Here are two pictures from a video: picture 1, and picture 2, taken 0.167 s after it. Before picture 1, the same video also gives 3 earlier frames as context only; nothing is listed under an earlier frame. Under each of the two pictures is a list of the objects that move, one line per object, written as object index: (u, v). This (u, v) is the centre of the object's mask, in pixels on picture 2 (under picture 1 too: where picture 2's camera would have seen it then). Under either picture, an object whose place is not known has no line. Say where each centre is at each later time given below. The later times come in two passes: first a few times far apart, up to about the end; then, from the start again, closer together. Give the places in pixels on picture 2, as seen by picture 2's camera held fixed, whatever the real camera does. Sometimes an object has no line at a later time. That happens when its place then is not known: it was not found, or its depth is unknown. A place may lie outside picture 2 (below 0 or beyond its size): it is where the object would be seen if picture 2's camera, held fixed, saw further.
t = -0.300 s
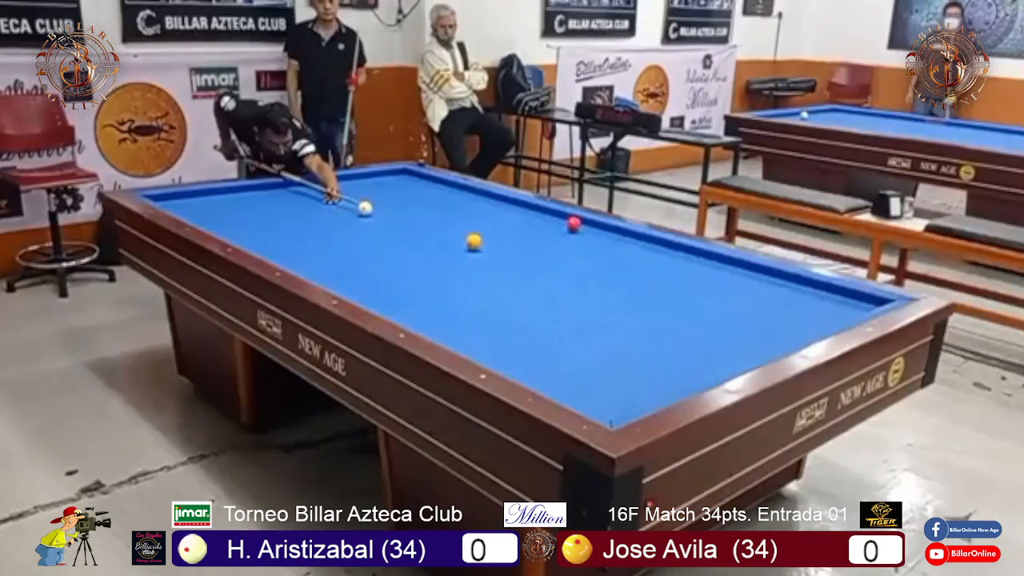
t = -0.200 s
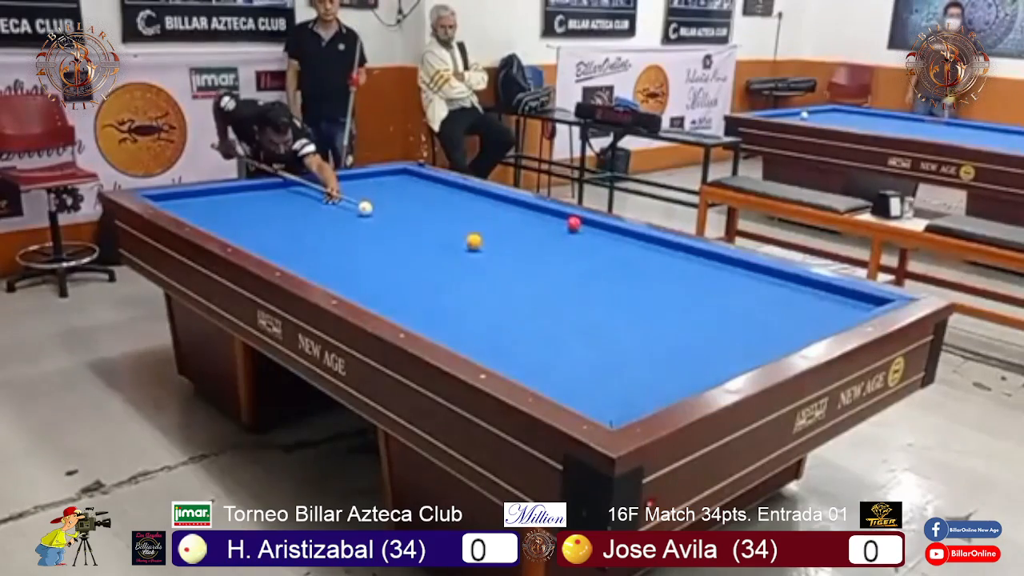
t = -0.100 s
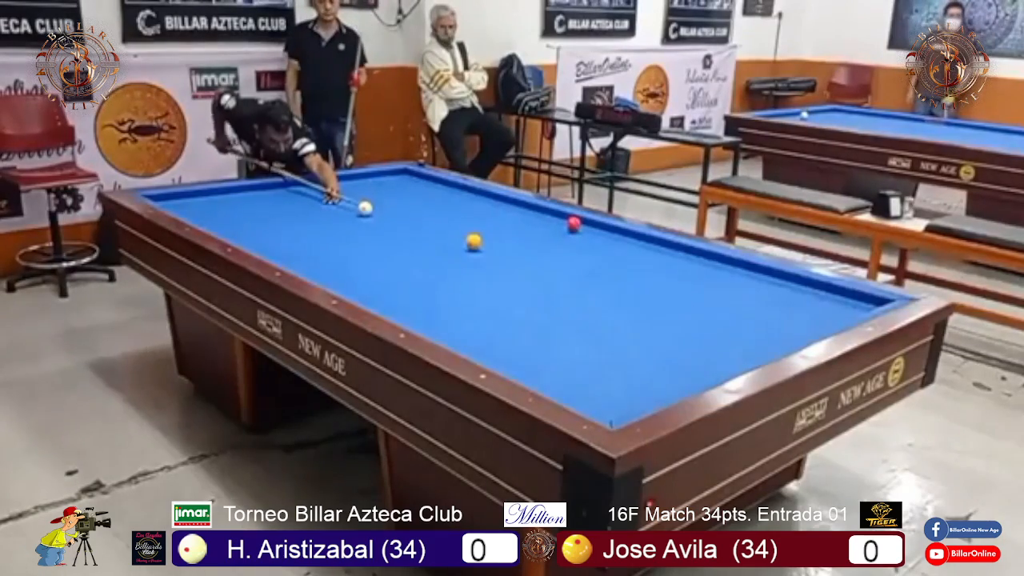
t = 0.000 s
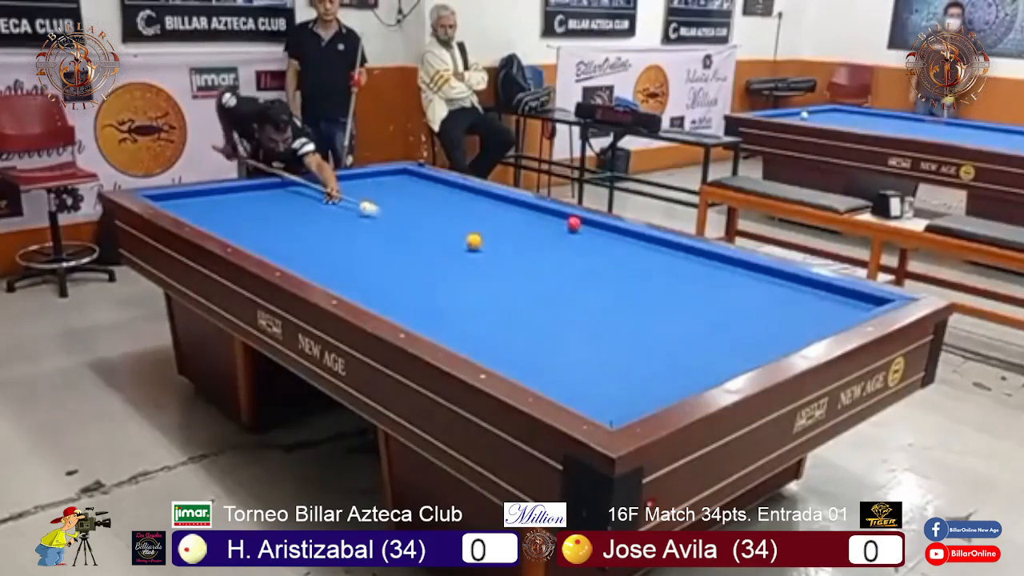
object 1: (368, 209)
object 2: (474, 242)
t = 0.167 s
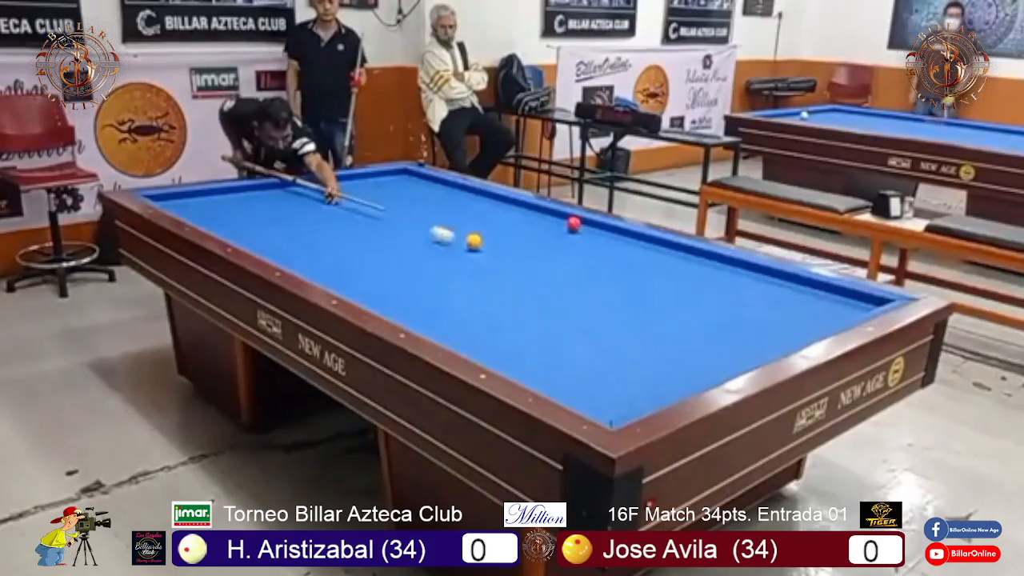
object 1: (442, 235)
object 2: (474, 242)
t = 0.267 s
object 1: (454, 249)
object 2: (510, 244)
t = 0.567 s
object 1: (453, 294)
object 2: (651, 255)
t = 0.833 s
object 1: (468, 340)
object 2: (743, 266)
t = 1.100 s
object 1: (617, 378)
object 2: (780, 291)
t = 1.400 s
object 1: (638, 349)
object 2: (831, 319)
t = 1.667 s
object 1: (628, 313)
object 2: (762, 317)
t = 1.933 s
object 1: (622, 287)
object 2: (702, 315)
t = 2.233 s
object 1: (618, 264)
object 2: (643, 312)
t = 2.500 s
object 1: (614, 245)
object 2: (585, 309)
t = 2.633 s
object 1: (612, 237)
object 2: (558, 307)
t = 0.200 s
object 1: (456, 240)
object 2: (476, 241)
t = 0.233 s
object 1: (456, 245)
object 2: (492, 242)
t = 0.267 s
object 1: (454, 249)
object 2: (510, 244)
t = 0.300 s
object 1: (452, 253)
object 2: (526, 245)
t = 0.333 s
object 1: (451, 258)
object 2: (543, 247)
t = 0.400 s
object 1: (450, 267)
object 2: (576, 249)
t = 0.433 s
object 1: (450, 272)
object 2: (592, 250)
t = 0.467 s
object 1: (450, 277)
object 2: (607, 251)
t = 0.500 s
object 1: (451, 282)
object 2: (623, 252)
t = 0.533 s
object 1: (452, 288)
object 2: (636, 254)
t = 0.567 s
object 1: (453, 294)
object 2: (651, 255)
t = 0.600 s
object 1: (454, 299)
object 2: (665, 256)
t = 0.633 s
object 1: (455, 305)
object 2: (679, 257)
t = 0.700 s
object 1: (459, 317)
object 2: (707, 258)
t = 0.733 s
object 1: (460, 323)
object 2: (721, 259)
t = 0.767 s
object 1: (462, 329)
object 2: (734, 261)
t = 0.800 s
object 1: (464, 335)
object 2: (741, 263)
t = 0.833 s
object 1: (468, 340)
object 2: (743, 266)
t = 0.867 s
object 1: (488, 347)
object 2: (747, 269)
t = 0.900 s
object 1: (506, 352)
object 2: (750, 272)
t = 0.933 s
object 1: (524, 355)
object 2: (754, 275)
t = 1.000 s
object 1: (562, 365)
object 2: (764, 282)
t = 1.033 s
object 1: (581, 369)
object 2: (769, 285)
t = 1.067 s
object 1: (598, 373)
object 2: (774, 288)
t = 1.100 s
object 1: (617, 378)
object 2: (780, 291)
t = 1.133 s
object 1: (635, 383)
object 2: (785, 294)
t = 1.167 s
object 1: (653, 387)
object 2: (791, 298)
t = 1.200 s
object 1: (662, 385)
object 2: (797, 301)
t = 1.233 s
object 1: (658, 381)
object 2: (803, 305)
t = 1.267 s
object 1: (652, 373)
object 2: (809, 308)
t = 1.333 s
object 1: (644, 360)
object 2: (821, 315)
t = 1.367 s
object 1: (641, 354)
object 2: (827, 318)
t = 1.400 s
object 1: (638, 349)
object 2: (831, 319)
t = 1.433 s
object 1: (636, 343)
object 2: (822, 320)
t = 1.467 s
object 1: (634, 338)
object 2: (812, 320)
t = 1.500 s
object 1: (632, 334)
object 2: (802, 320)
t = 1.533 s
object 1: (632, 329)
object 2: (794, 319)
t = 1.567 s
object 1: (630, 325)
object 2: (785, 319)
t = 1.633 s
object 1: (629, 317)
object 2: (770, 318)
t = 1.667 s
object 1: (628, 313)
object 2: (762, 317)
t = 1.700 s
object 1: (627, 310)
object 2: (754, 317)
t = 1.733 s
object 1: (627, 306)
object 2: (746, 316)
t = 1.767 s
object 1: (626, 303)
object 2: (739, 316)
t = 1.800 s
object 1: (625, 299)
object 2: (731, 316)
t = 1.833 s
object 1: (624, 296)
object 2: (724, 316)
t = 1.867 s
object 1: (624, 293)
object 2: (716, 315)
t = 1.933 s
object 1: (622, 287)
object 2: (702, 315)
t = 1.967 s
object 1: (622, 287)
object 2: (701, 315)
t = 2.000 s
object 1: (621, 284)
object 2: (694, 314)
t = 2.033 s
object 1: (621, 281)
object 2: (687, 314)
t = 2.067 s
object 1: (620, 278)
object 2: (680, 314)
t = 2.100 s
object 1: (620, 275)
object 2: (672, 313)
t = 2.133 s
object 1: (619, 272)
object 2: (665, 313)
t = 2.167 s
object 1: (619, 270)
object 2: (657, 313)
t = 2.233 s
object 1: (618, 264)
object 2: (643, 312)
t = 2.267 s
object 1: (617, 262)
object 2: (635, 312)
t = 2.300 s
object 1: (616, 259)
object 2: (628, 311)
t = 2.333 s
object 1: (616, 257)
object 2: (620, 310)
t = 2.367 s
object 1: (616, 254)
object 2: (613, 310)
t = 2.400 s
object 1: (615, 252)
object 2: (606, 310)
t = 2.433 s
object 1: (615, 250)
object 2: (599, 310)
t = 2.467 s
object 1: (614, 248)
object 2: (592, 309)
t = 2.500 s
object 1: (614, 245)
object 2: (585, 309)
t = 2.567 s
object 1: (613, 241)
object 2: (571, 308)
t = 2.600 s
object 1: (613, 239)
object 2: (565, 308)
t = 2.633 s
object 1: (612, 237)
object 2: (558, 307)
